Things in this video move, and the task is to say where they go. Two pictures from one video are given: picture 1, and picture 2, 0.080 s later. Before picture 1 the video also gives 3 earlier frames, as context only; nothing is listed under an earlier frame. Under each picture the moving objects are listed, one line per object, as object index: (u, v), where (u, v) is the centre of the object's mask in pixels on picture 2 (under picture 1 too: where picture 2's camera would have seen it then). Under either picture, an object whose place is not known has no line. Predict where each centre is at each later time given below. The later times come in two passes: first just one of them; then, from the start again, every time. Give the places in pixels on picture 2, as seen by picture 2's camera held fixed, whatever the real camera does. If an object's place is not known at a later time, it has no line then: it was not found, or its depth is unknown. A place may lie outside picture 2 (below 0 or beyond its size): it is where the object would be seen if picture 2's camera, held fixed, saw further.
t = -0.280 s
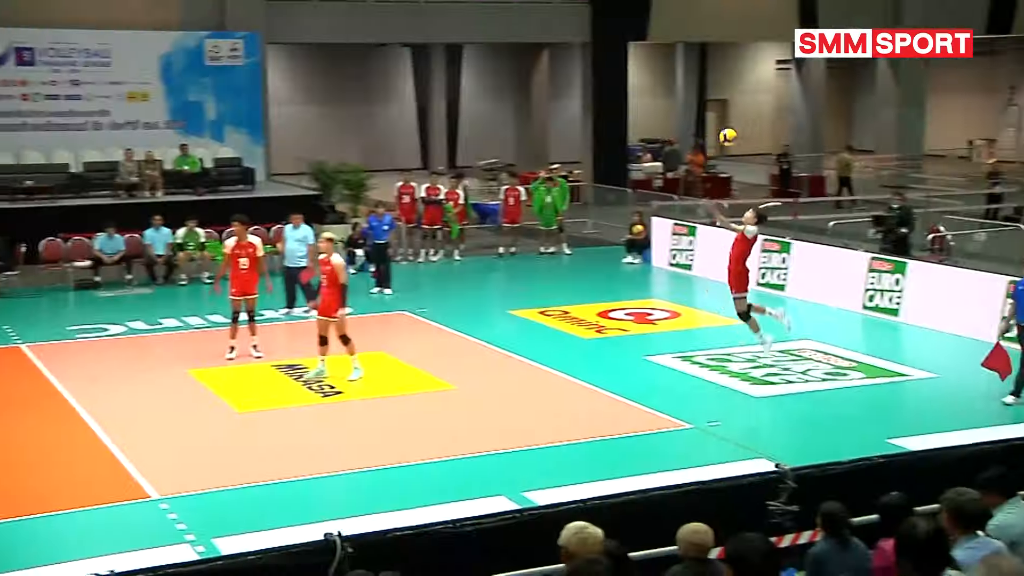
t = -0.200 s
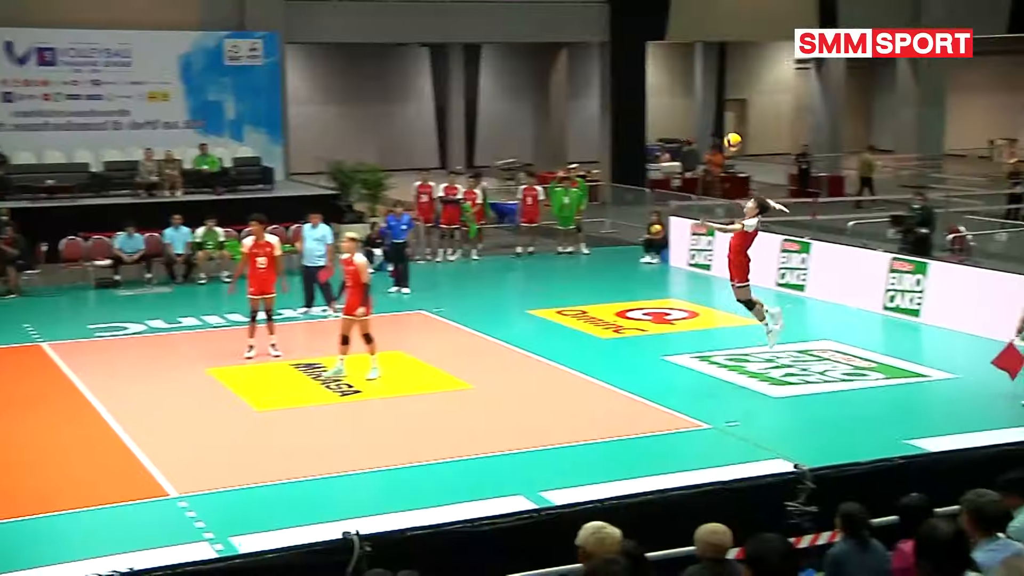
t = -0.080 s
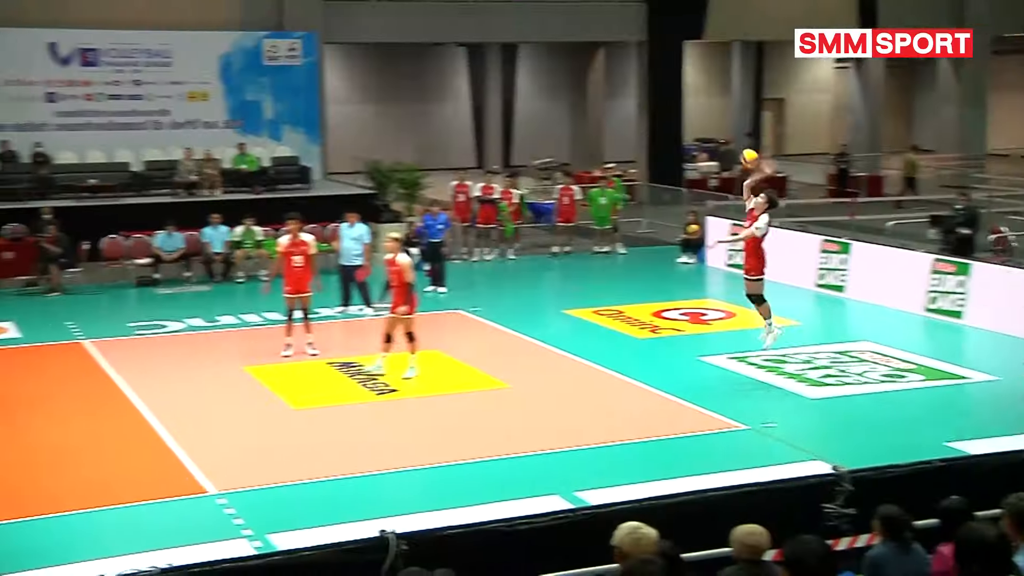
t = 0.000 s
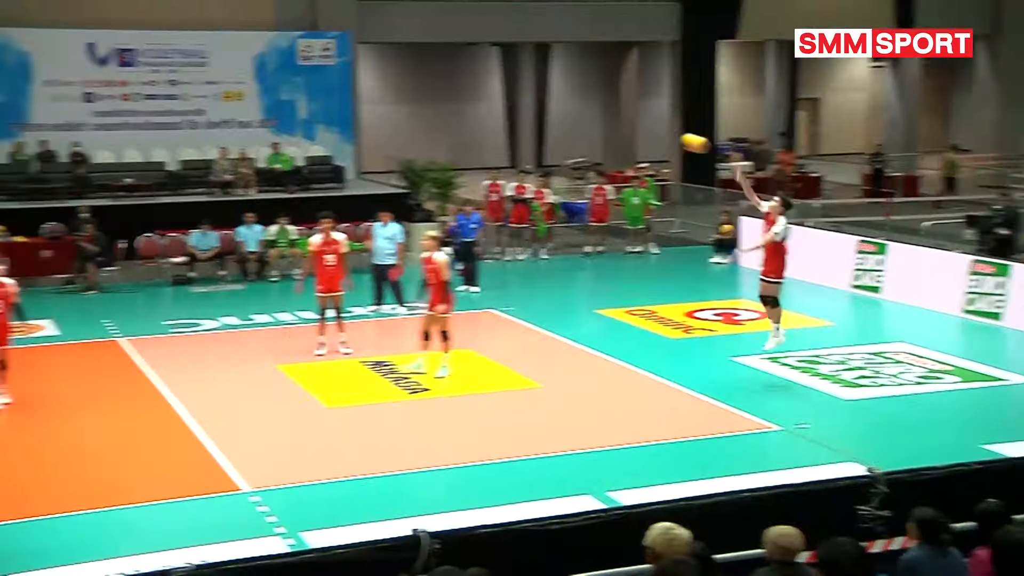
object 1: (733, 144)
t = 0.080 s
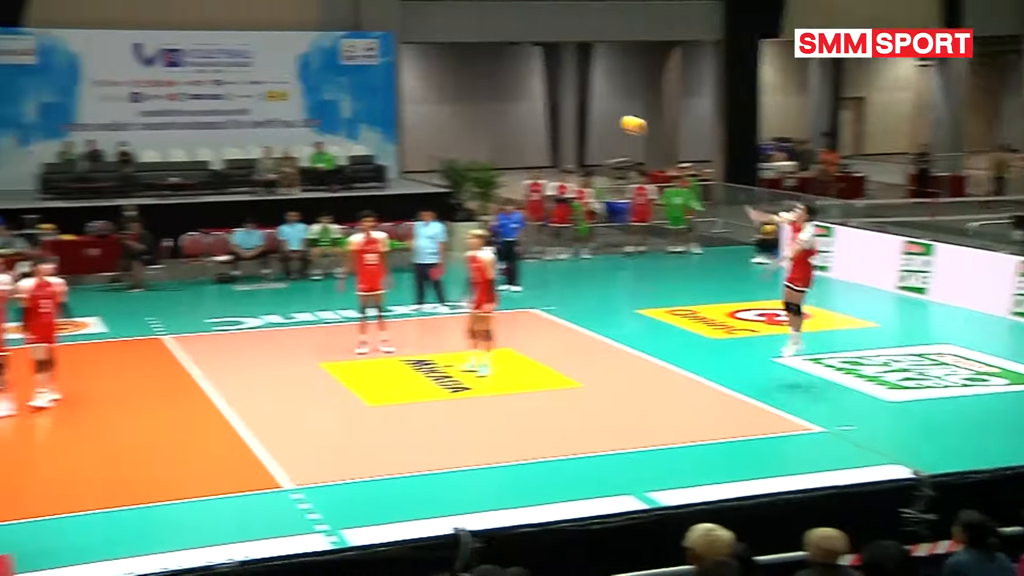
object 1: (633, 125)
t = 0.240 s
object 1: (441, 100)
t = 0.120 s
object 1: (583, 116)
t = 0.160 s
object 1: (535, 110)
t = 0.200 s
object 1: (487, 104)
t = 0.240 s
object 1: (441, 100)
